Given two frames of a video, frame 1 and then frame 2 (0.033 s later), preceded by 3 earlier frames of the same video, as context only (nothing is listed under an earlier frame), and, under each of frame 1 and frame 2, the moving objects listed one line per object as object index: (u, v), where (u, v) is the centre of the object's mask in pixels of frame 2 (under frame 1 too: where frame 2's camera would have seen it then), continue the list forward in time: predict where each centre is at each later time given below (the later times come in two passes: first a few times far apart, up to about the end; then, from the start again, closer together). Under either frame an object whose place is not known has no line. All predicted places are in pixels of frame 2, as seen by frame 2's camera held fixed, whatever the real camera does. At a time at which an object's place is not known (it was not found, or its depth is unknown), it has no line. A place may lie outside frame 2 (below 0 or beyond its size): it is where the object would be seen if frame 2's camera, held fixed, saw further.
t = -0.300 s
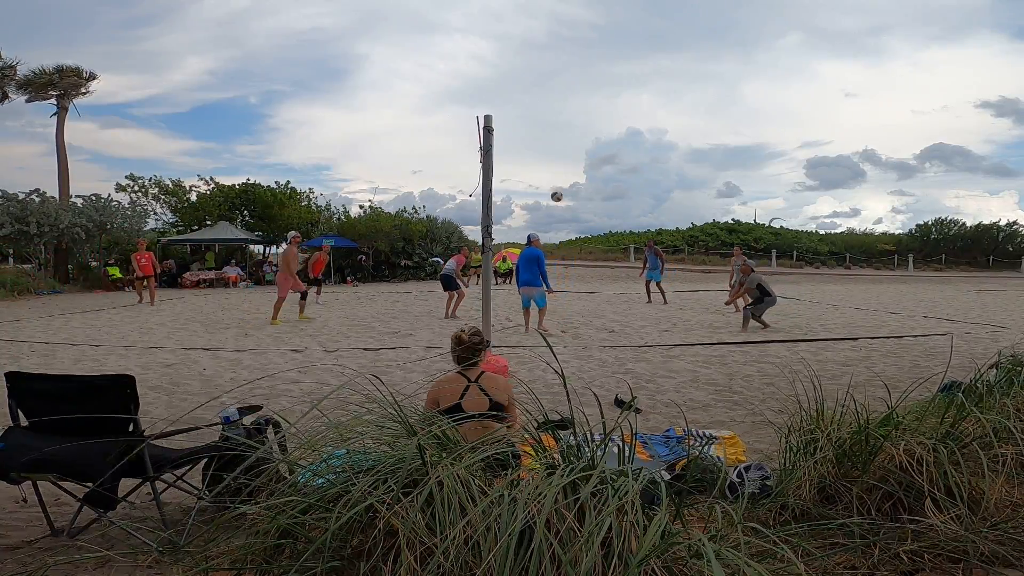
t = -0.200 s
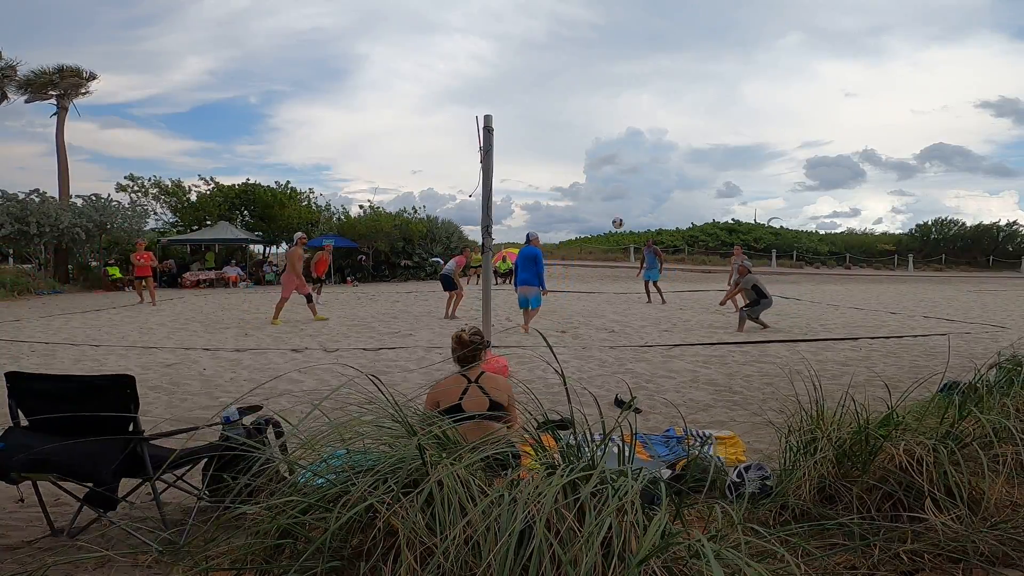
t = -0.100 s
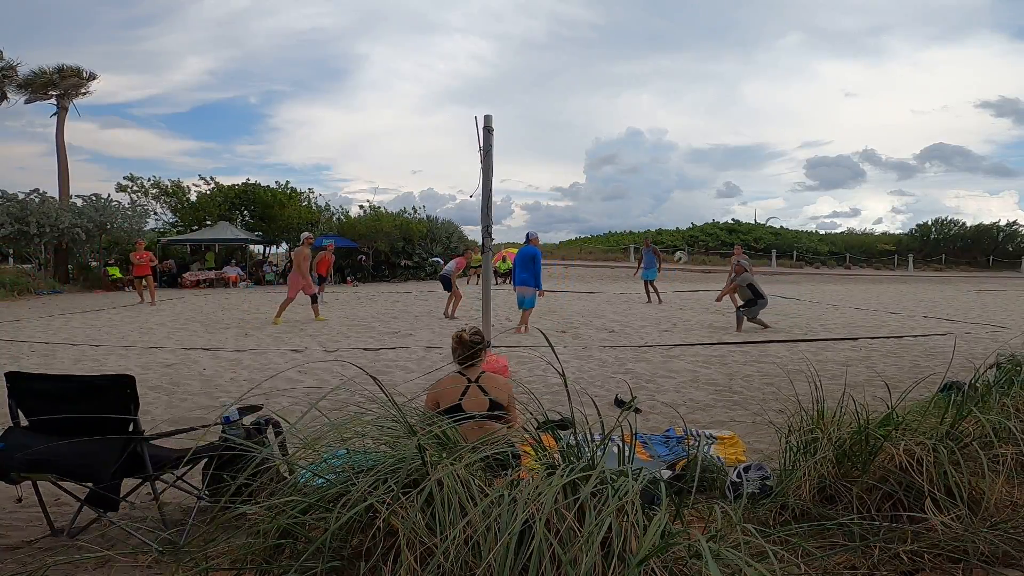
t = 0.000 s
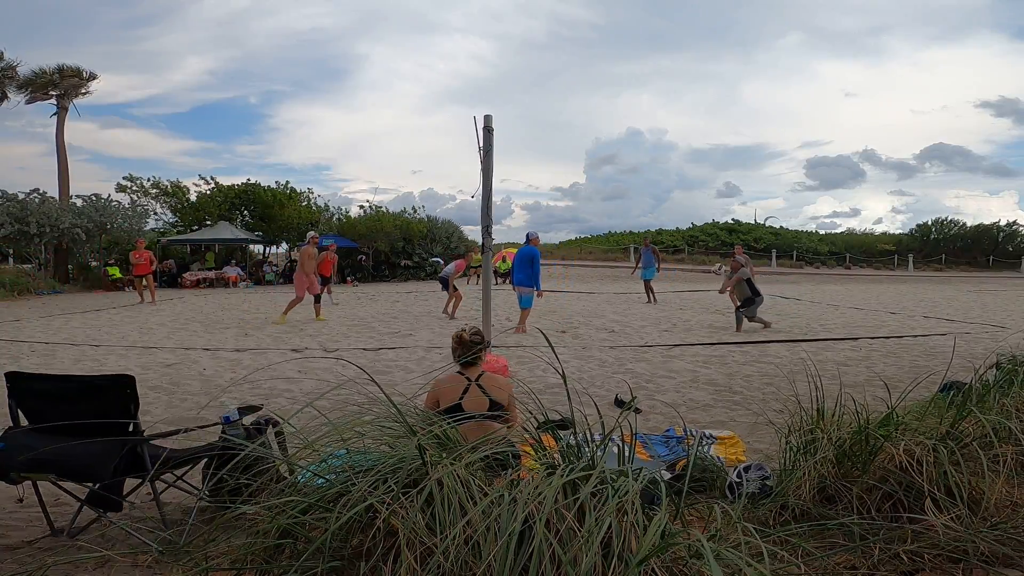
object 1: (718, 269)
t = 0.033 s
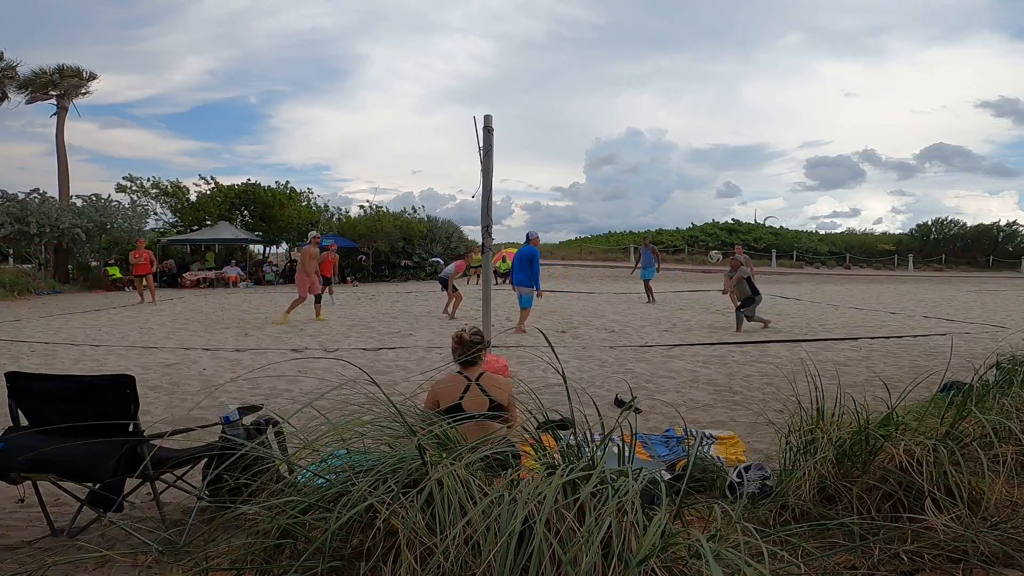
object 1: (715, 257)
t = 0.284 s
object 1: (687, 184)
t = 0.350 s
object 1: (679, 170)
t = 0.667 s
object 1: (643, 143)
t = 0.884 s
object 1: (617, 155)
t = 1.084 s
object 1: (592, 190)
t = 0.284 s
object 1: (687, 184)
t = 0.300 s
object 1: (685, 180)
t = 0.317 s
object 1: (683, 176)
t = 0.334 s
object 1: (681, 173)
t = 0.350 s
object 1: (679, 170)
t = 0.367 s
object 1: (677, 167)
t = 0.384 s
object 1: (675, 165)
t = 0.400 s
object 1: (673, 162)
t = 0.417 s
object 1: (671, 160)
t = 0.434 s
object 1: (670, 158)
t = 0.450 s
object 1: (668, 155)
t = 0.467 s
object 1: (666, 154)
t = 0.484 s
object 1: (664, 152)
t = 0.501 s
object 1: (662, 150)
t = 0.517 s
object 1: (660, 149)
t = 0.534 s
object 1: (658, 148)
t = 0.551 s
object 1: (656, 146)
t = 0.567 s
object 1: (654, 146)
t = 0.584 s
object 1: (652, 145)
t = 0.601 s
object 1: (650, 144)
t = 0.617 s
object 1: (648, 143)
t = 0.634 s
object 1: (646, 143)
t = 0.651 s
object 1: (644, 143)
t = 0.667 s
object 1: (643, 143)
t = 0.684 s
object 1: (641, 143)
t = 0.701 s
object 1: (638, 143)
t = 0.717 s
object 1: (637, 144)
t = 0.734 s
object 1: (635, 144)
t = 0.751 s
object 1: (633, 144)
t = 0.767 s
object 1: (631, 145)
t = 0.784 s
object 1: (629, 146)
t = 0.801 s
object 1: (627, 147)
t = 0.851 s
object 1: (621, 151)
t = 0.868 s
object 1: (619, 153)
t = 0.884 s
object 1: (617, 155)
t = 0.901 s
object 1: (615, 157)
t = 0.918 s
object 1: (613, 159)
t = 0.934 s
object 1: (611, 162)
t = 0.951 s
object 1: (609, 164)
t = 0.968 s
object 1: (607, 167)
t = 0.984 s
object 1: (605, 170)
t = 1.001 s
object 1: (603, 173)
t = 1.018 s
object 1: (600, 176)
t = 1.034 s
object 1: (598, 179)
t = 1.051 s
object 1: (596, 182)
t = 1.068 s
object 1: (594, 186)
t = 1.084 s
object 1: (592, 190)
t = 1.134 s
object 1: (585, 202)
